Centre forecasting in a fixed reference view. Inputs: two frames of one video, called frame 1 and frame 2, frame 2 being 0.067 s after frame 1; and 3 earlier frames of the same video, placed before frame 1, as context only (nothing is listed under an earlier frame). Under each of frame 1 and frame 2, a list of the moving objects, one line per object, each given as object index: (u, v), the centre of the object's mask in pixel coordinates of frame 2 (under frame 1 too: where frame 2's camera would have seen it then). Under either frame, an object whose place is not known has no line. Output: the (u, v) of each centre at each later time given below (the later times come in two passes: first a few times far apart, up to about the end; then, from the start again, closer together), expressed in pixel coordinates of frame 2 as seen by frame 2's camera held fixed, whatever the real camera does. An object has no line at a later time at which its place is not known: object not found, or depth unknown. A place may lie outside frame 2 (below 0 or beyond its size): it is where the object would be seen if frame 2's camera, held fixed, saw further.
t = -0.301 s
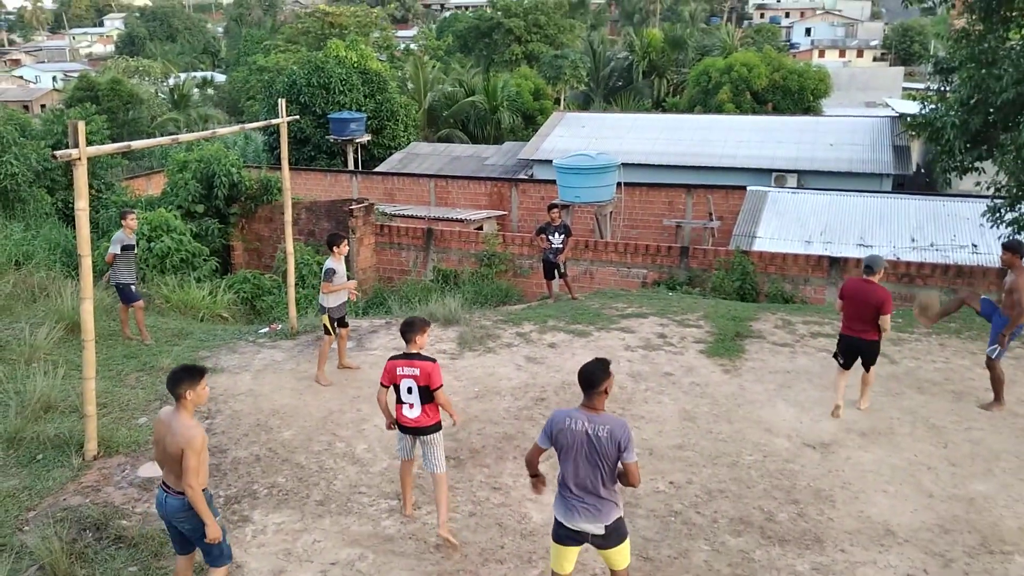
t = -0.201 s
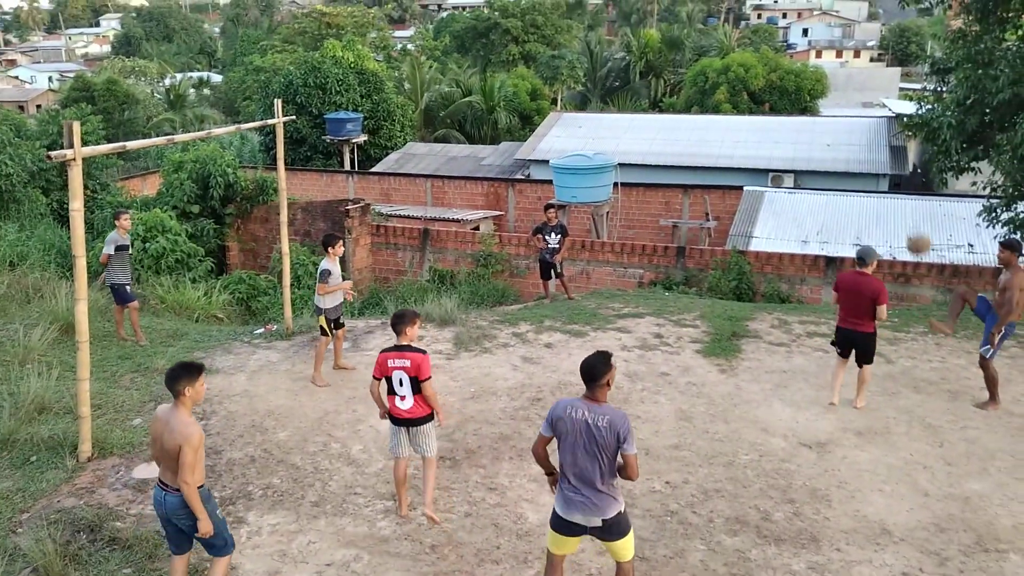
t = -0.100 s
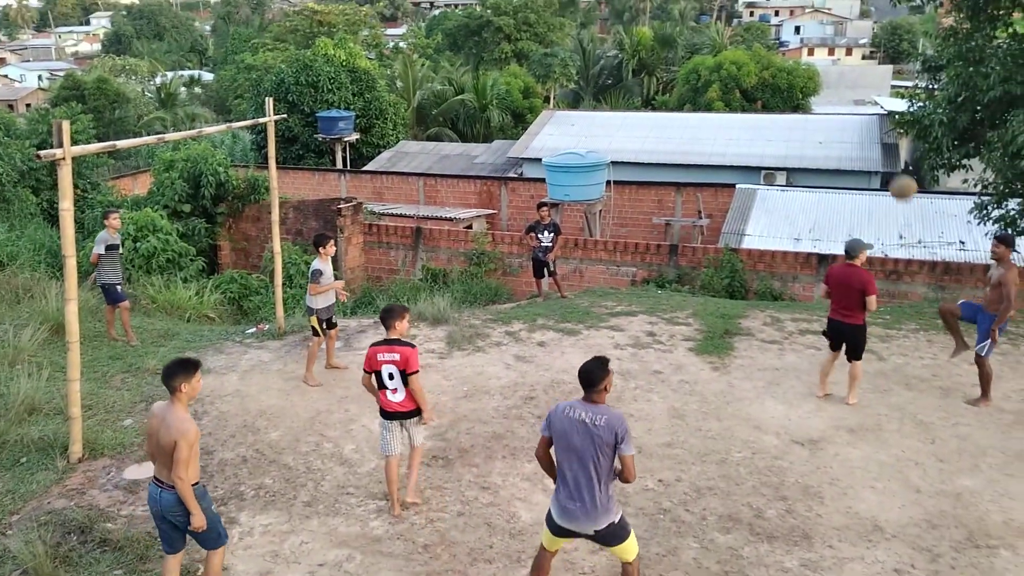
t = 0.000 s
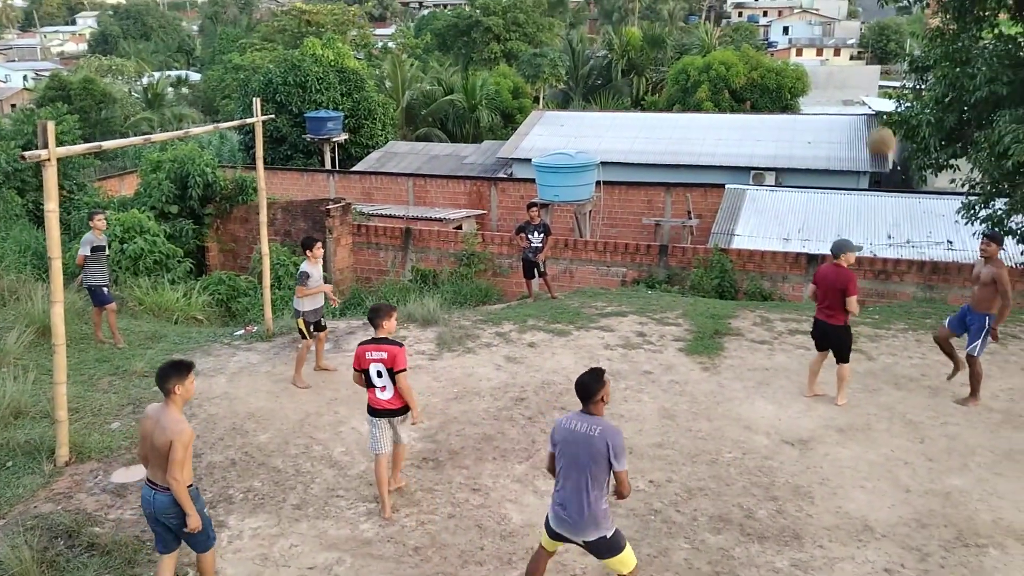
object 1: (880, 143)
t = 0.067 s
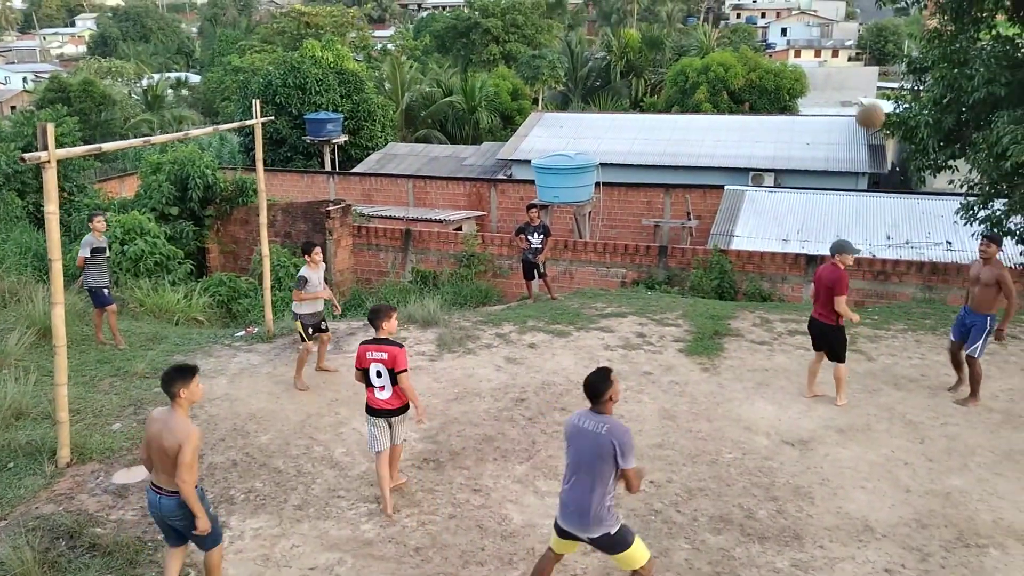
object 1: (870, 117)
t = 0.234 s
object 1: (841, 65)
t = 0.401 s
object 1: (804, 48)
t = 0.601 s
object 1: (742, 90)
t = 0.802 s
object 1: (666, 217)
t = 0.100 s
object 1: (864, 103)
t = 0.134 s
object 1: (859, 92)
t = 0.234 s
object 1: (841, 65)
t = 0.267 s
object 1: (834, 59)
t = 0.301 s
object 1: (828, 53)
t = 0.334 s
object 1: (820, 50)
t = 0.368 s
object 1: (811, 48)
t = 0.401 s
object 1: (804, 48)
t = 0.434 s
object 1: (795, 50)
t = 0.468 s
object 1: (785, 54)
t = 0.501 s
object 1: (775, 60)
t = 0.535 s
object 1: (764, 68)
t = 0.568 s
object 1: (754, 77)
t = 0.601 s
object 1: (742, 90)
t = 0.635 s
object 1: (731, 104)
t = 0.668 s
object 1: (719, 121)
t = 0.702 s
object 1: (706, 142)
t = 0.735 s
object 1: (692, 166)
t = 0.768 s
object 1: (679, 191)
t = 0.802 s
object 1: (666, 217)
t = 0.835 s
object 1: (651, 249)
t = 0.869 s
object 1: (636, 281)
